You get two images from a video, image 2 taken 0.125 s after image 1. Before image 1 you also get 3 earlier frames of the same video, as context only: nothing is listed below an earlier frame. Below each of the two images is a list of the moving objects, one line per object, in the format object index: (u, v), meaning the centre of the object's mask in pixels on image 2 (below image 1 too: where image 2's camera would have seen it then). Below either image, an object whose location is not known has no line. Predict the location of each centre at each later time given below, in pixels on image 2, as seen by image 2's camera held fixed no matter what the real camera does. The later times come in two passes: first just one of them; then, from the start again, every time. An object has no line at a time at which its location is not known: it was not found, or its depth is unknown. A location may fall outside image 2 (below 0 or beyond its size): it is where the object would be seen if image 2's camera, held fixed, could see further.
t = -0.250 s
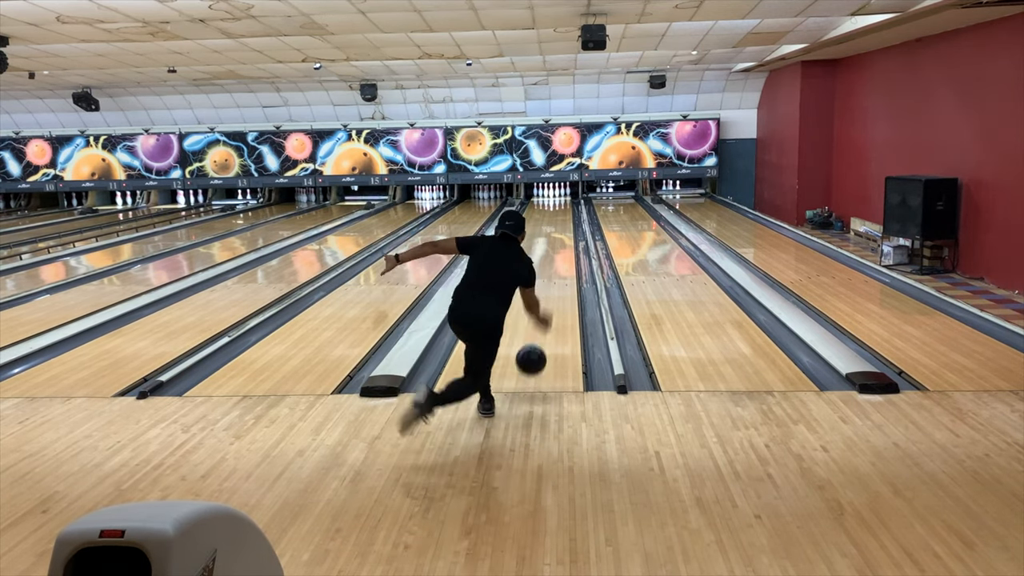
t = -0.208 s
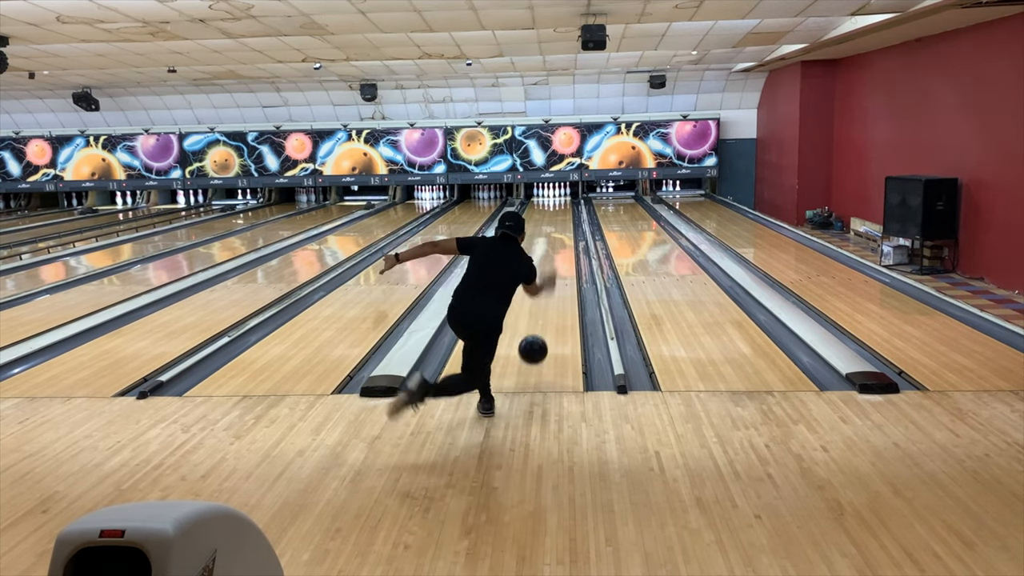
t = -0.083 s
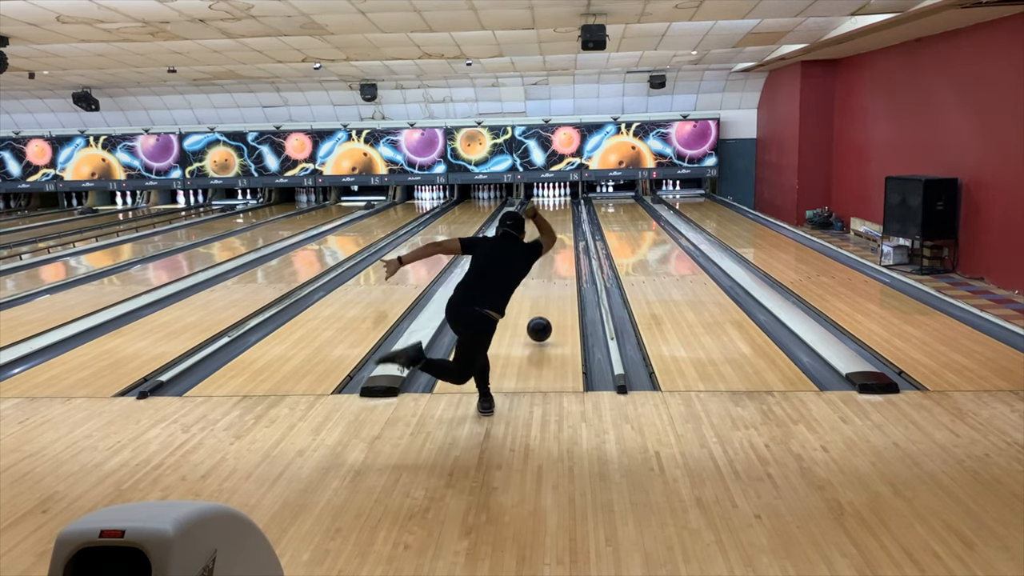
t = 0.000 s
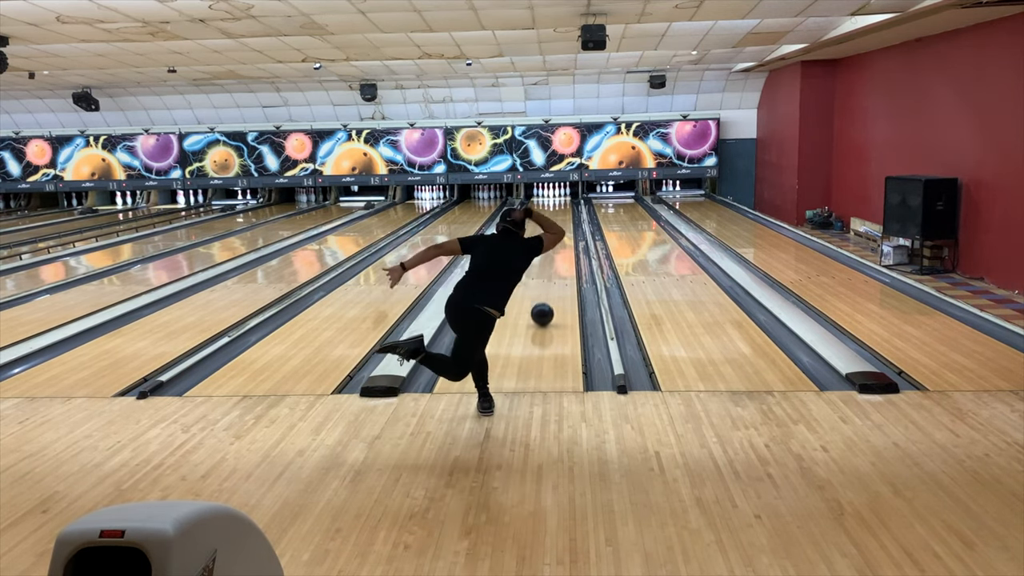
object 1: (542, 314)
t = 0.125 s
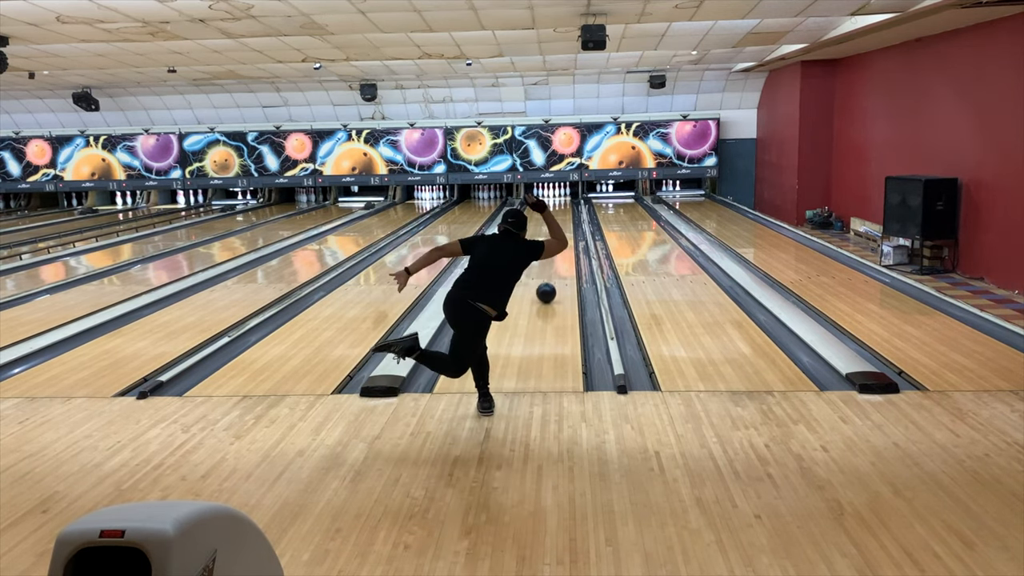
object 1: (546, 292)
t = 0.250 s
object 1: (548, 277)
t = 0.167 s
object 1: (547, 288)
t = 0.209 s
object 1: (548, 281)
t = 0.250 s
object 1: (548, 277)
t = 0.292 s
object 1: (549, 272)
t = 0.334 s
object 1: (550, 269)
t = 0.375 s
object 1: (551, 267)
